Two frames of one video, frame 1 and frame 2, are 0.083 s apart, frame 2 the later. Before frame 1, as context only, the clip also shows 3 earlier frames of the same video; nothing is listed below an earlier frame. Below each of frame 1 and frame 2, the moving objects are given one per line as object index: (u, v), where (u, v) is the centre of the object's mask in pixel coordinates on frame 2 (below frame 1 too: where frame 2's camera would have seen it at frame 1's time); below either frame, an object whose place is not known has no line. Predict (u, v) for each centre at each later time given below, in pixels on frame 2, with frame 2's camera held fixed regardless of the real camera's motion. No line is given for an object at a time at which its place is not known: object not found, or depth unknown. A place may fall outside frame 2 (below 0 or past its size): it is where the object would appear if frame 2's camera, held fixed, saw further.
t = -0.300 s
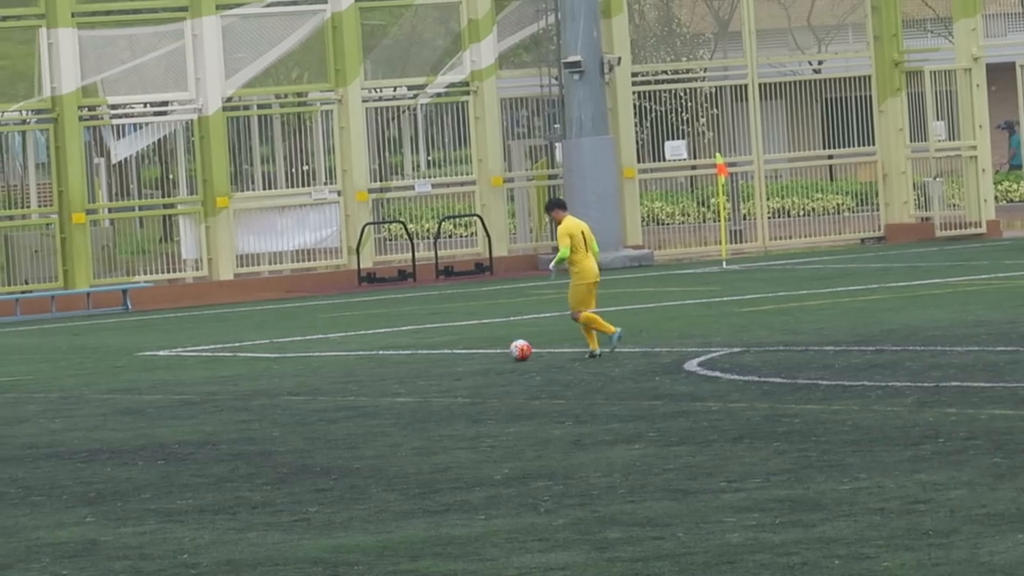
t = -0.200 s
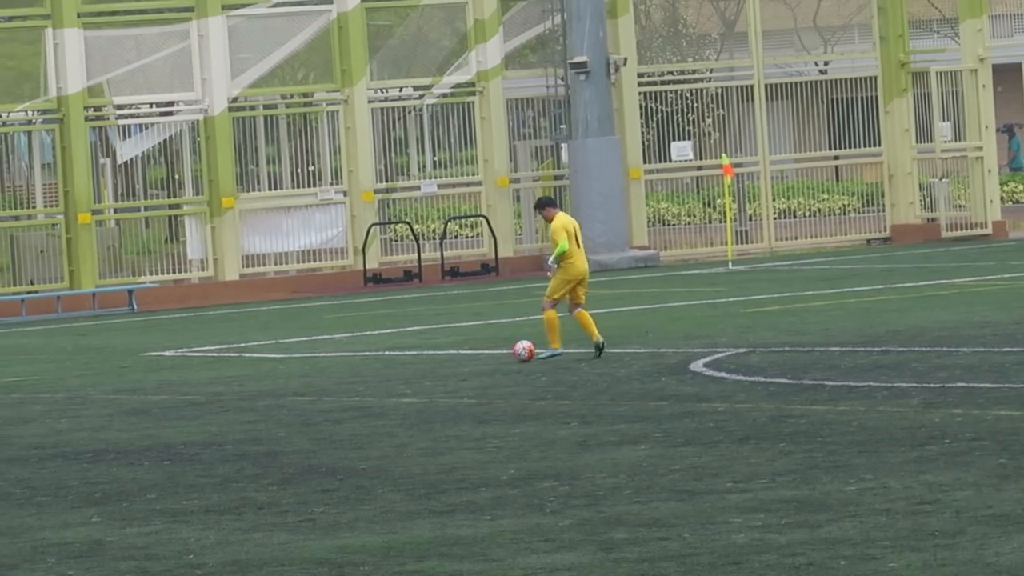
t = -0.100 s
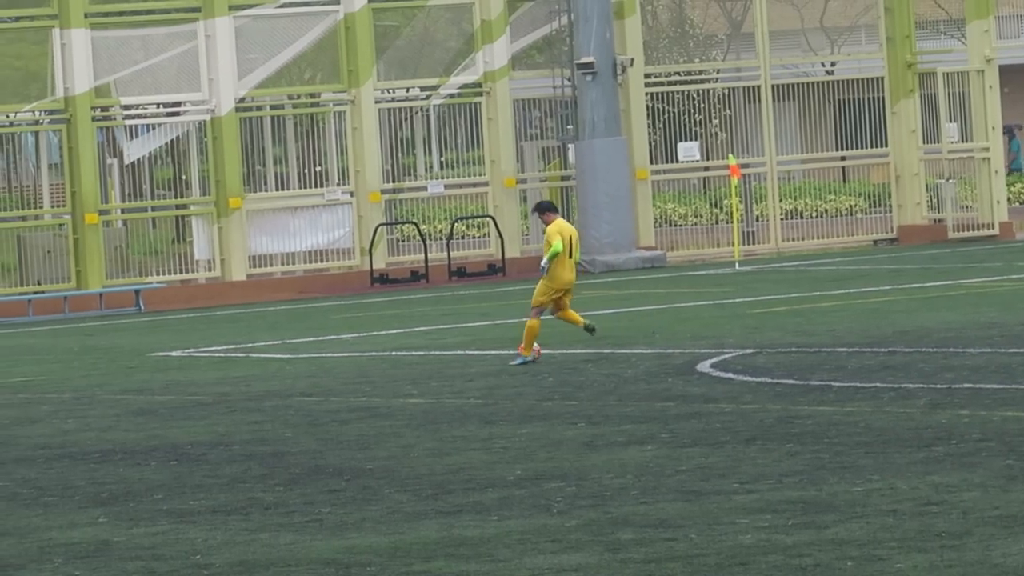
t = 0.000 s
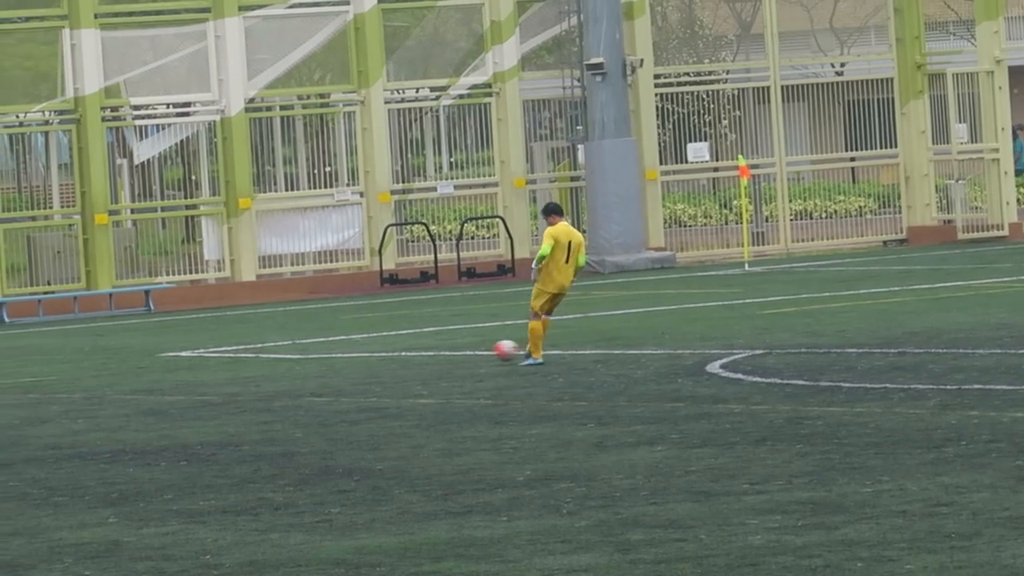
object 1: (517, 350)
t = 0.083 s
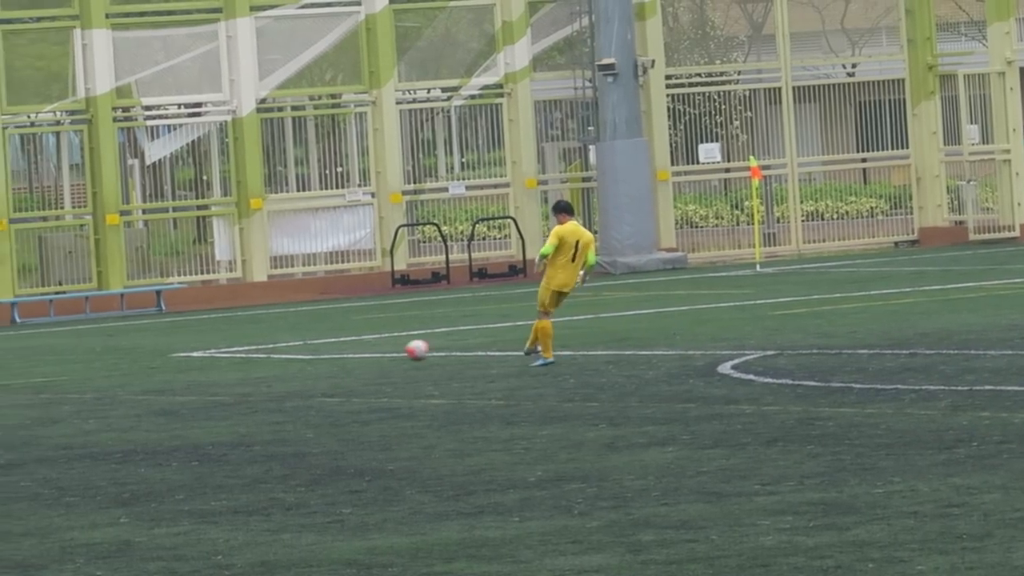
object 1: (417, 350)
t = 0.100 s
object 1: (398, 350)
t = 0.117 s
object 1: (378, 351)
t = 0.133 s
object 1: (359, 352)
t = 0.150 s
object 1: (340, 353)
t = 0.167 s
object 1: (322, 355)
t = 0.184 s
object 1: (303, 357)
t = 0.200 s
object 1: (285, 359)
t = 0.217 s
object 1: (267, 362)
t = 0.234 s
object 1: (248, 364)
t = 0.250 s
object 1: (231, 367)
